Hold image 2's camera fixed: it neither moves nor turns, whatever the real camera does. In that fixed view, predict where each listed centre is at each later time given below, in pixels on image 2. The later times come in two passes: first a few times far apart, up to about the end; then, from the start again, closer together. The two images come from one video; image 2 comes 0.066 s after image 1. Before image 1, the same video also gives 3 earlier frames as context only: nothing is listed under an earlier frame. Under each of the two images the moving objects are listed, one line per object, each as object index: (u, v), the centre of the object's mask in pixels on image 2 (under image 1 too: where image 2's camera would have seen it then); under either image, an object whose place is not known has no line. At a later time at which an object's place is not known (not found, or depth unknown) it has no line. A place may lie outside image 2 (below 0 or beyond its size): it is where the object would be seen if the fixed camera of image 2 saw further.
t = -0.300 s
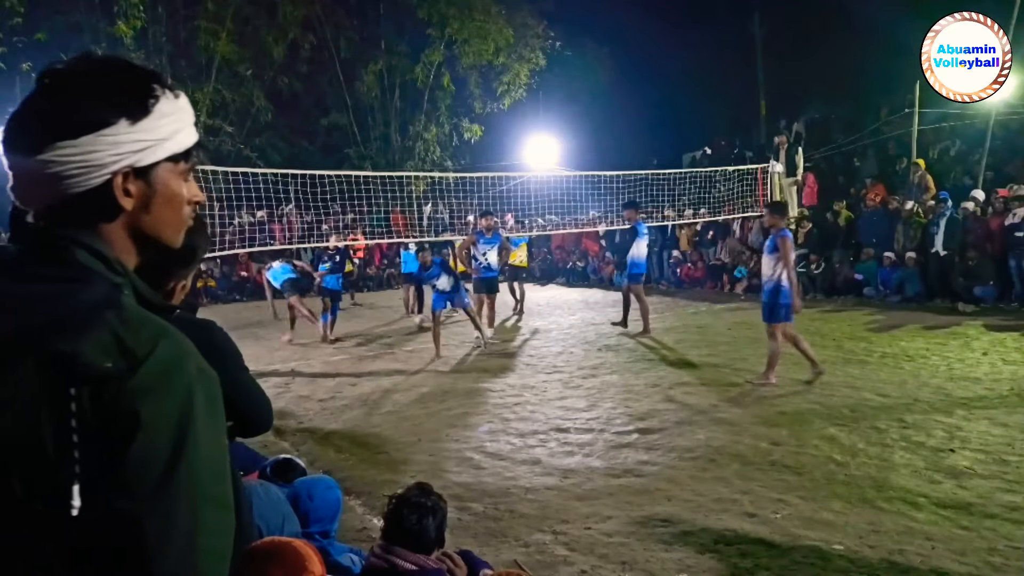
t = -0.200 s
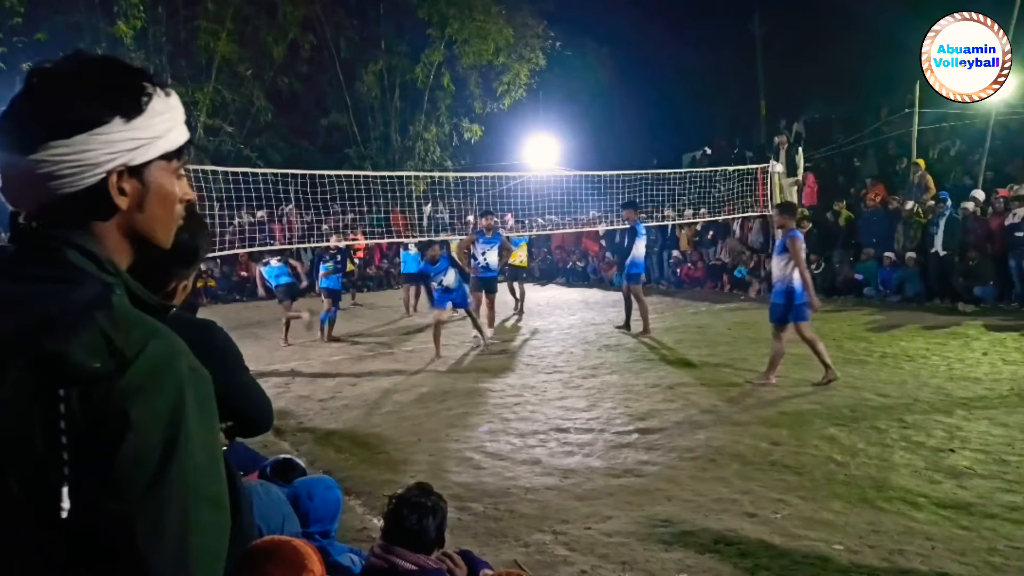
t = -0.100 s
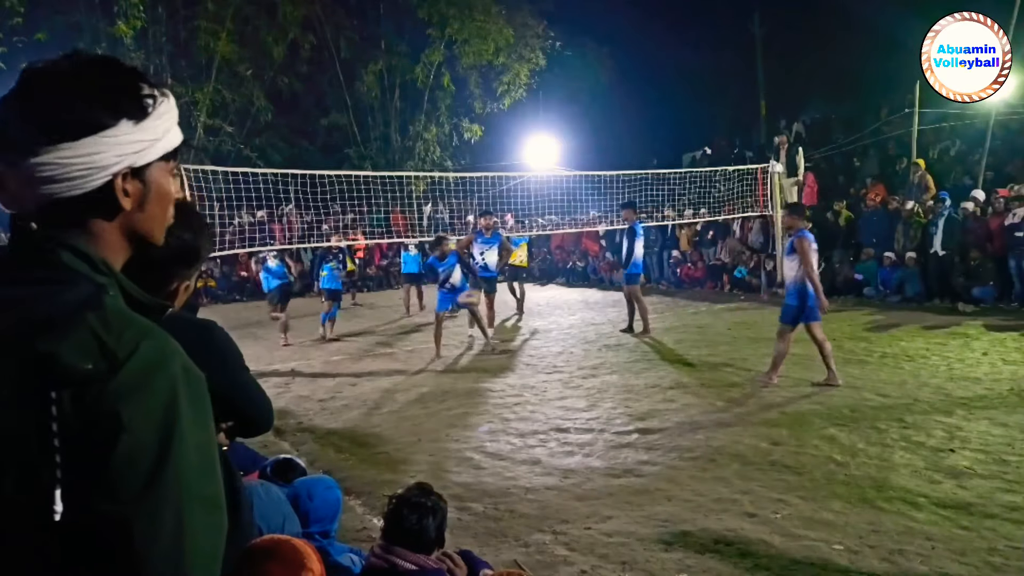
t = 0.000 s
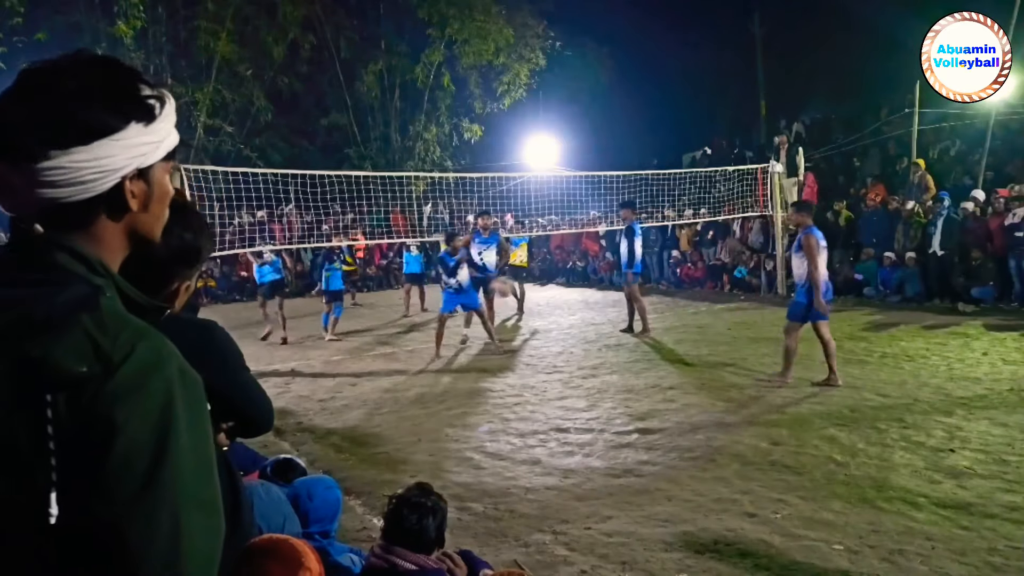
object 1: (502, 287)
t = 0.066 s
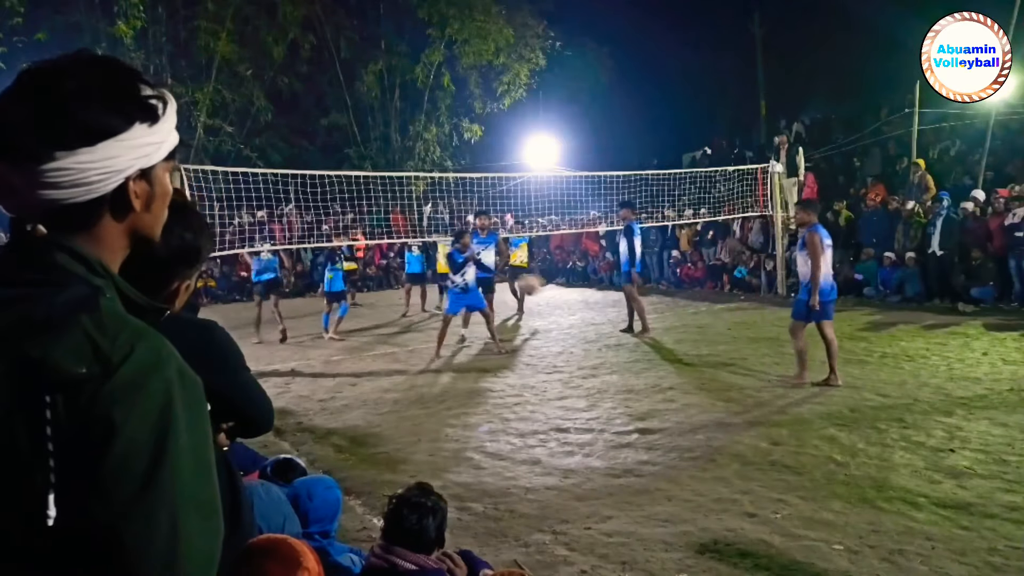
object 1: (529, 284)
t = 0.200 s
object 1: (593, 295)
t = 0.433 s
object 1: (754, 389)
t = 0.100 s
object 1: (544, 285)
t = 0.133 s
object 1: (559, 286)
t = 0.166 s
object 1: (576, 290)
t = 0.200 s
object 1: (593, 295)
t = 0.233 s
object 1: (610, 302)
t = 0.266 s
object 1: (630, 309)
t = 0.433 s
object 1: (754, 389)
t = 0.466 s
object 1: (787, 414)
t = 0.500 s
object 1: (817, 440)
